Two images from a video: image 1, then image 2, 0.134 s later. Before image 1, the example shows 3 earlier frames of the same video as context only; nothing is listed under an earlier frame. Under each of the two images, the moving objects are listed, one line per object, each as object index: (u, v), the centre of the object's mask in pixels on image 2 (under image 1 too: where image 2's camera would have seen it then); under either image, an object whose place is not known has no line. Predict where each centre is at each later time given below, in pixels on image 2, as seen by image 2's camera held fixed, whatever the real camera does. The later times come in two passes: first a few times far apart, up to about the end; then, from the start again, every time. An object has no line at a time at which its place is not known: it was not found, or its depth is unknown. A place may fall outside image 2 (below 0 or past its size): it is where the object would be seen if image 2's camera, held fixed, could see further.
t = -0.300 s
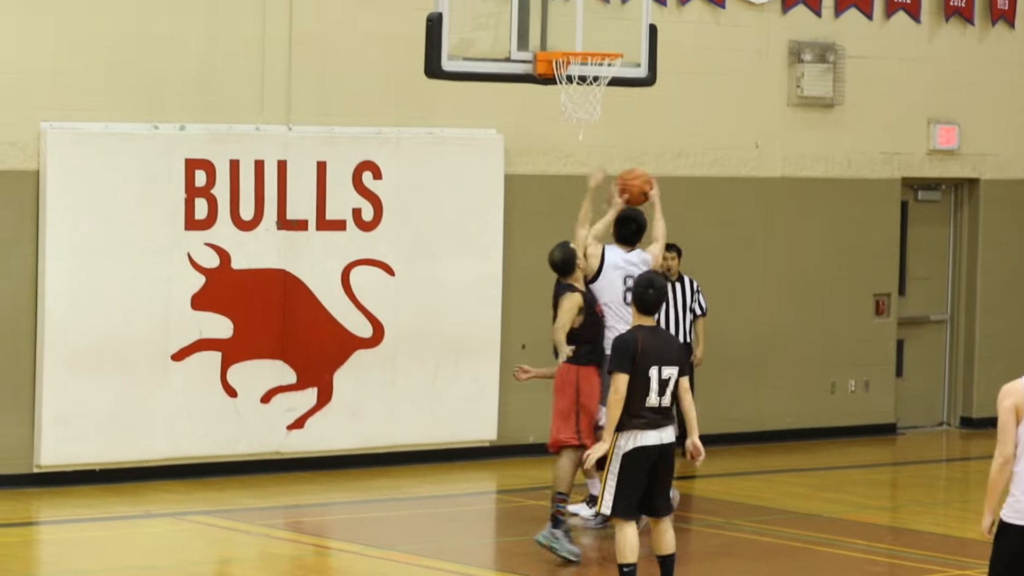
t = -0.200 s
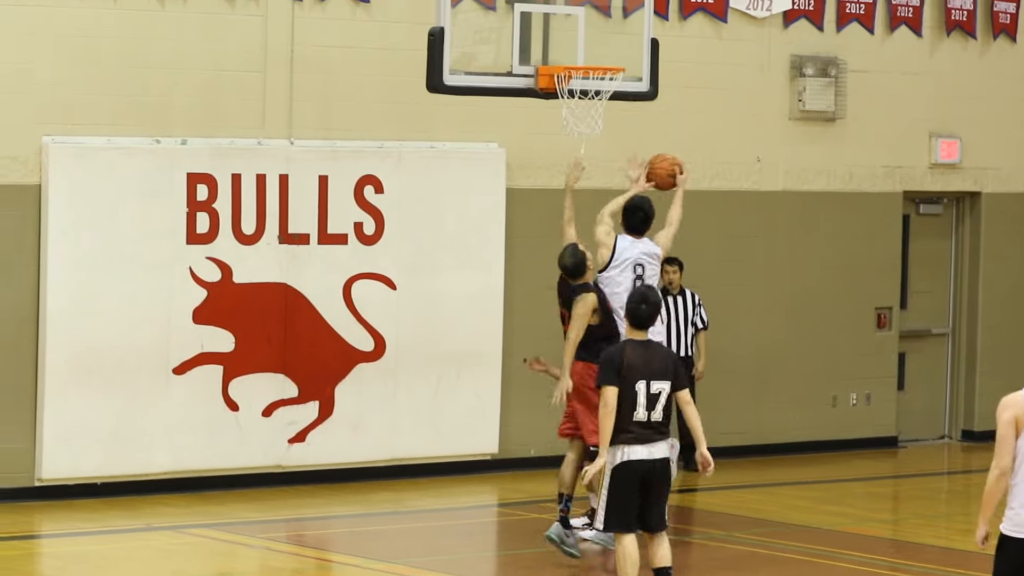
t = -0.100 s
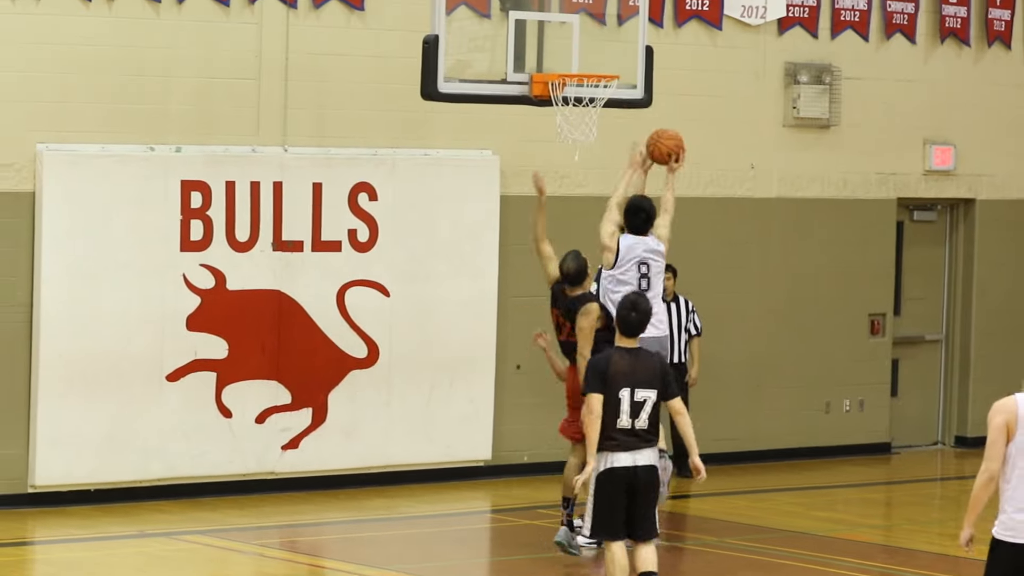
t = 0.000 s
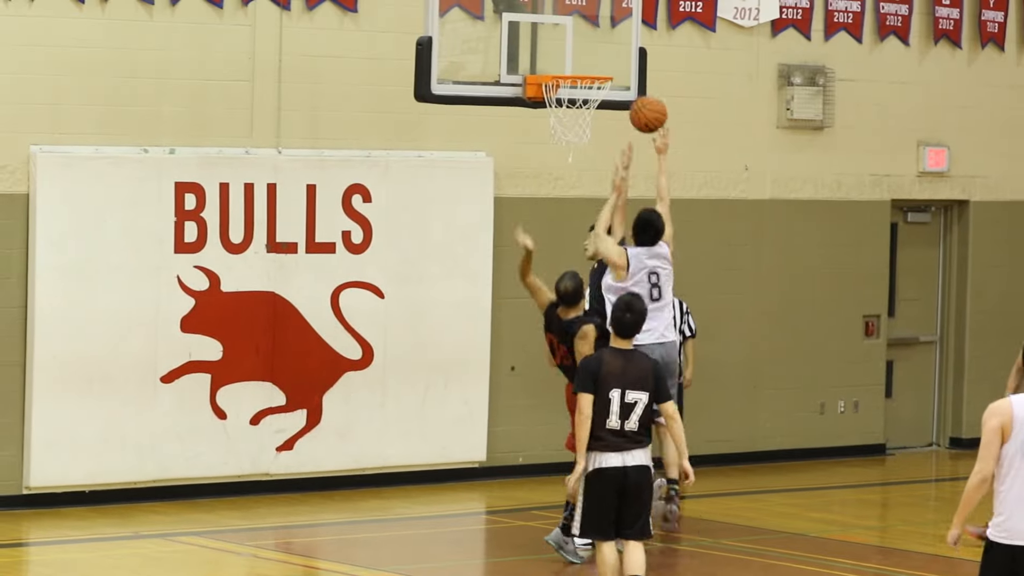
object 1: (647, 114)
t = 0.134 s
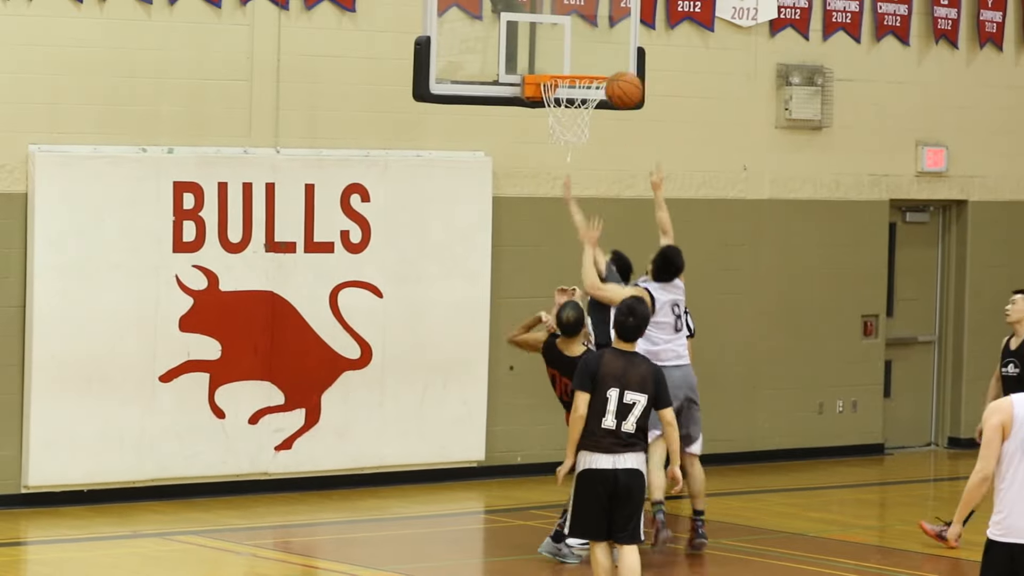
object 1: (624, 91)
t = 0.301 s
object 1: (593, 98)
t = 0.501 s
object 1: (557, 163)
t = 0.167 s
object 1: (618, 89)
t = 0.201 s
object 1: (612, 88)
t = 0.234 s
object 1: (606, 90)
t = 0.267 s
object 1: (600, 93)
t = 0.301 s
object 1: (593, 98)
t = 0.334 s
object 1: (587, 105)
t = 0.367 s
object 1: (581, 113)
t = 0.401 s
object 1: (575, 123)
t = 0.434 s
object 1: (569, 134)
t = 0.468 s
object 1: (563, 148)
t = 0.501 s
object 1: (557, 163)
